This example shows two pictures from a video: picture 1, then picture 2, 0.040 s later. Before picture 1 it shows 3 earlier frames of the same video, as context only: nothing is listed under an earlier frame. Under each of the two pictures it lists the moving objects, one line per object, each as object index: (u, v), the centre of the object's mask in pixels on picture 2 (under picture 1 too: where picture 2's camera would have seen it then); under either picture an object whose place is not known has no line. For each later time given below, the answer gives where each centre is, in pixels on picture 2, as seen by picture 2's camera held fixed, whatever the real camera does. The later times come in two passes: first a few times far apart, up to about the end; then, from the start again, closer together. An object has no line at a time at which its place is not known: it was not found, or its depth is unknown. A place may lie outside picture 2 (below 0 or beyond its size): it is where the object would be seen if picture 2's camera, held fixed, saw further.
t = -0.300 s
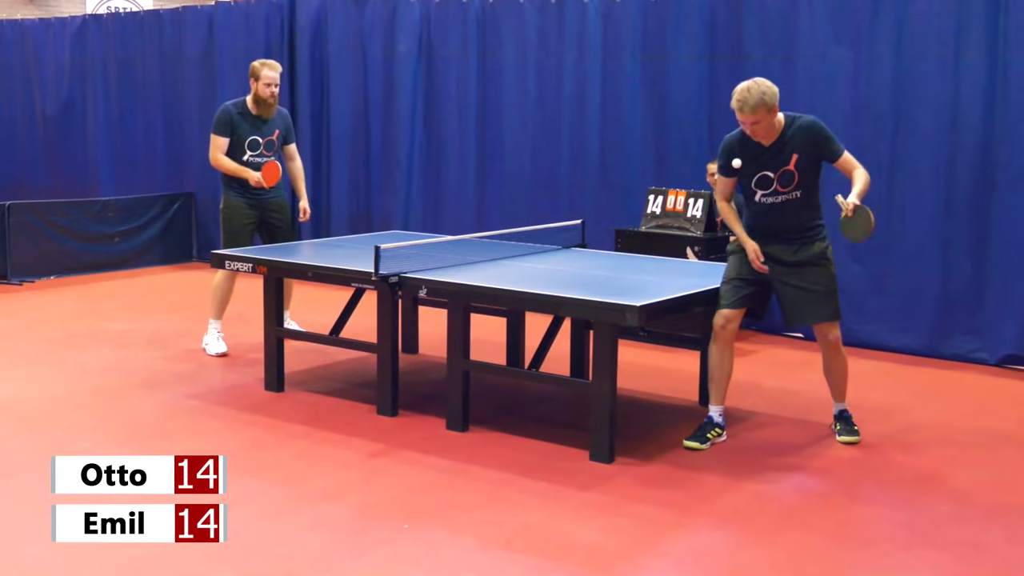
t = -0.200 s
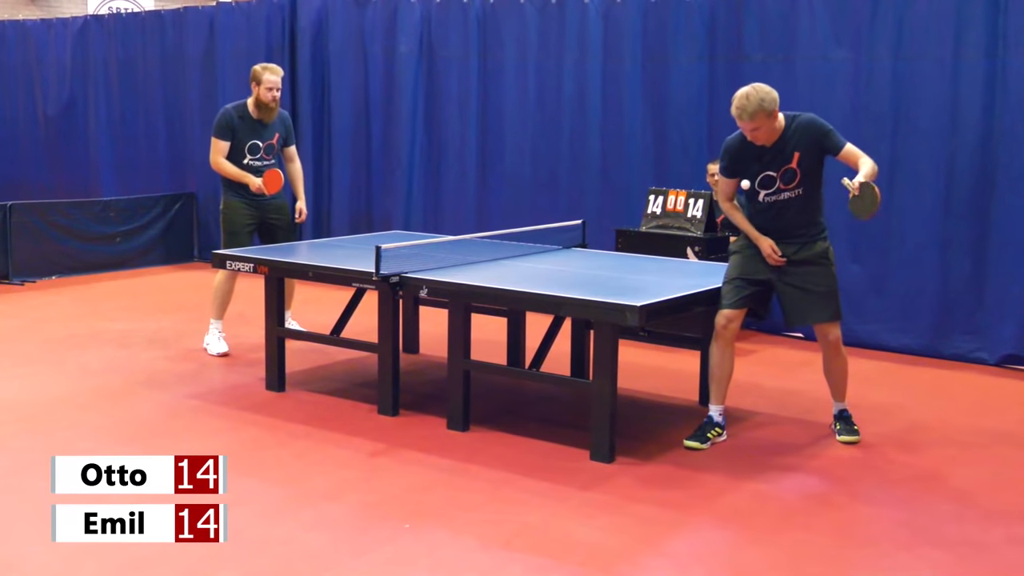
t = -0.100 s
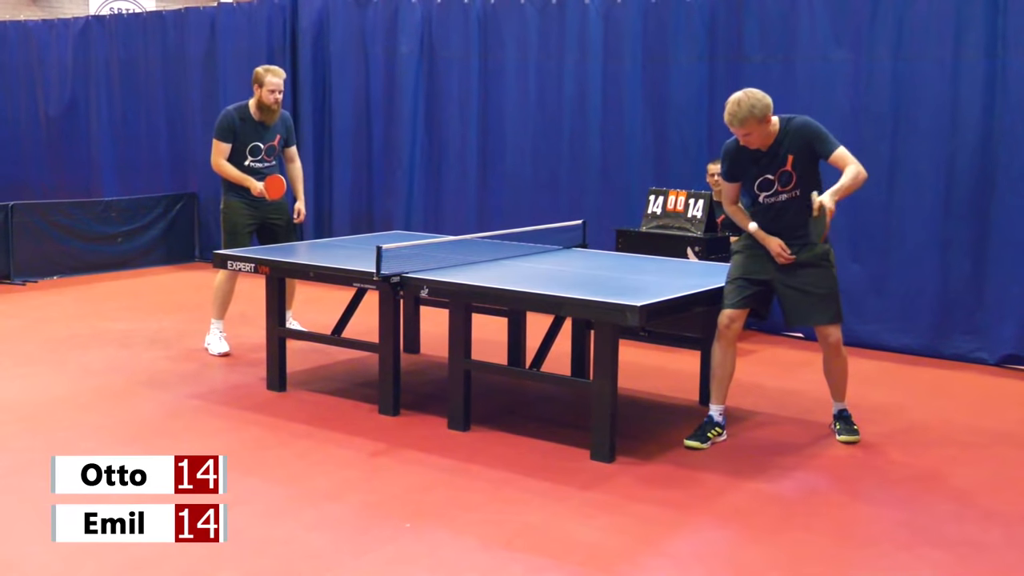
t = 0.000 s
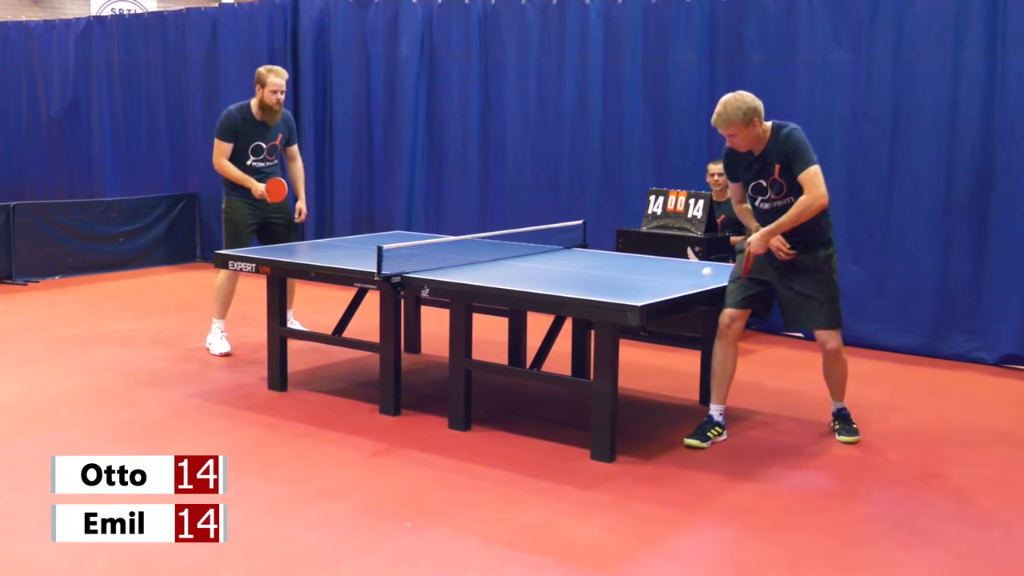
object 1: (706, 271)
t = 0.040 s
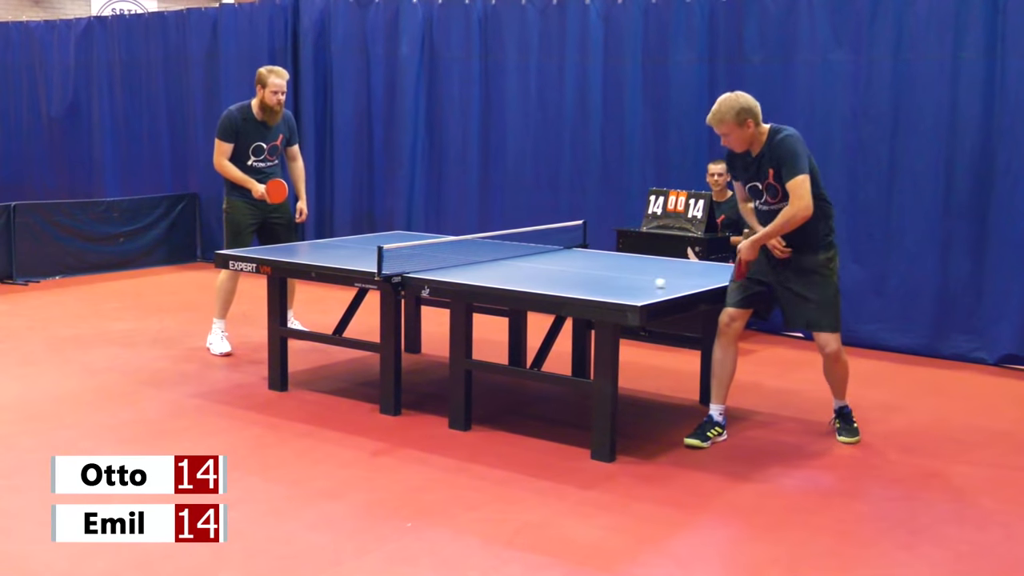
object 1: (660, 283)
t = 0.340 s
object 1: (436, 235)
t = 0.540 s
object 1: (338, 225)
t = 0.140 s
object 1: (576, 243)
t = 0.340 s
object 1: (436, 235)
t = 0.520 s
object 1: (346, 228)
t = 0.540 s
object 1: (338, 225)
